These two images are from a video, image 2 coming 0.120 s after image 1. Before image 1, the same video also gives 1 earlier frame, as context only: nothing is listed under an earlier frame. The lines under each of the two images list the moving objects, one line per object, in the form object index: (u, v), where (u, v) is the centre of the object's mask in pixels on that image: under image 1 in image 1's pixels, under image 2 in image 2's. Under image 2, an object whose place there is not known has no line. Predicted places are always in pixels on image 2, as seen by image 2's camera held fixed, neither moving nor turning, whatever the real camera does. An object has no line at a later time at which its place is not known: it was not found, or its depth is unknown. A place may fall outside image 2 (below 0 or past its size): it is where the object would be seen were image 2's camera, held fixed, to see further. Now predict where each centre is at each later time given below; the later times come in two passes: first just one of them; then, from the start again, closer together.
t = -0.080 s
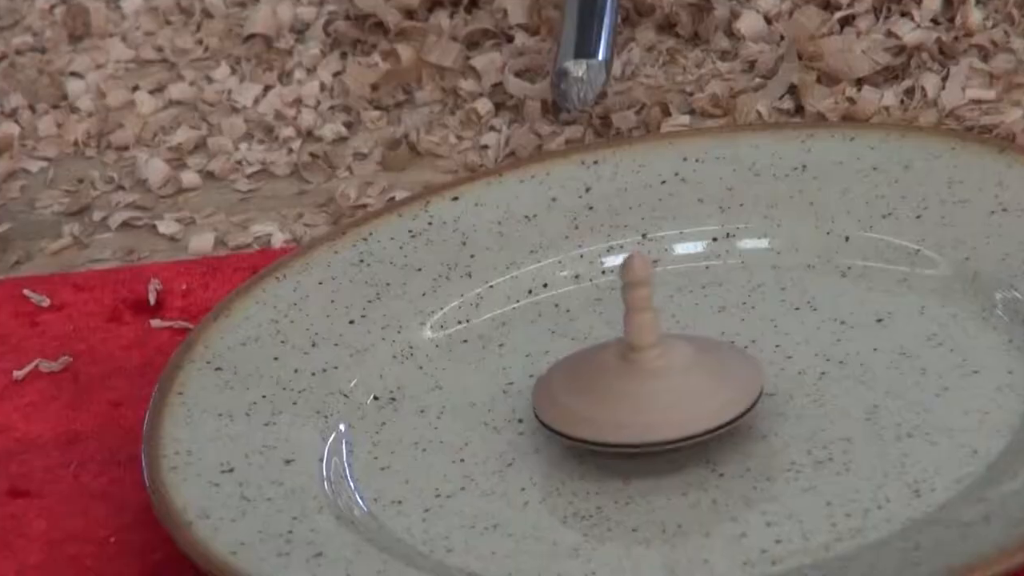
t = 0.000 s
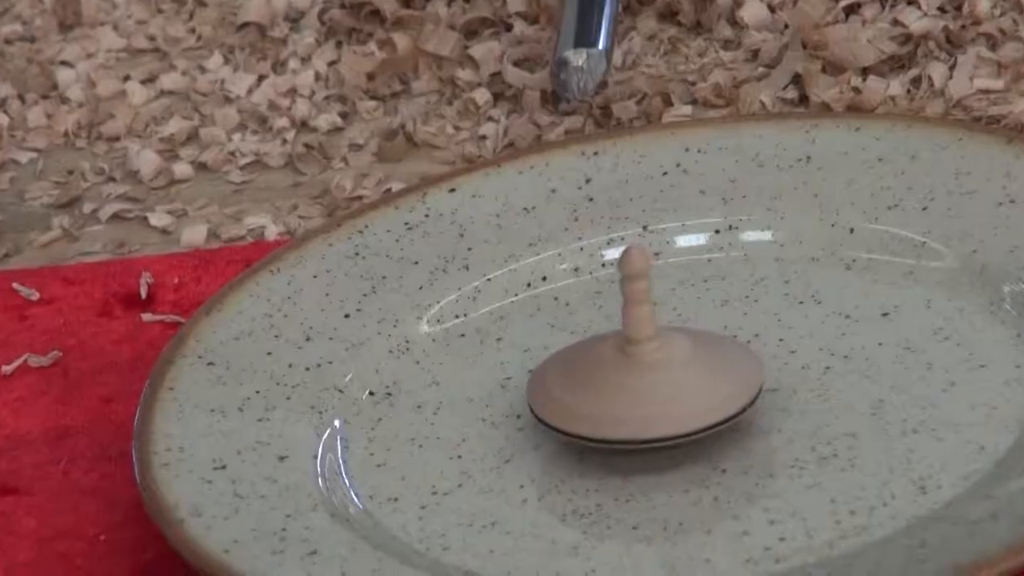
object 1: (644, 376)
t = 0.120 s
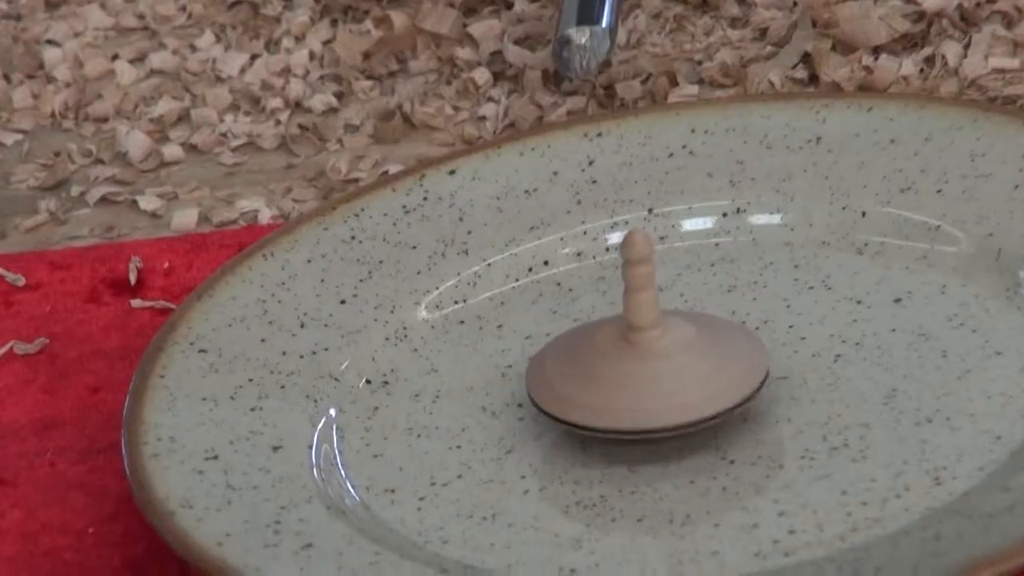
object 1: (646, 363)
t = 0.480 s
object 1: (660, 361)
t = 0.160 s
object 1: (647, 362)
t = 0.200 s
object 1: (648, 364)
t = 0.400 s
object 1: (658, 361)
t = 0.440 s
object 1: (659, 361)
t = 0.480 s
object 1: (660, 361)
